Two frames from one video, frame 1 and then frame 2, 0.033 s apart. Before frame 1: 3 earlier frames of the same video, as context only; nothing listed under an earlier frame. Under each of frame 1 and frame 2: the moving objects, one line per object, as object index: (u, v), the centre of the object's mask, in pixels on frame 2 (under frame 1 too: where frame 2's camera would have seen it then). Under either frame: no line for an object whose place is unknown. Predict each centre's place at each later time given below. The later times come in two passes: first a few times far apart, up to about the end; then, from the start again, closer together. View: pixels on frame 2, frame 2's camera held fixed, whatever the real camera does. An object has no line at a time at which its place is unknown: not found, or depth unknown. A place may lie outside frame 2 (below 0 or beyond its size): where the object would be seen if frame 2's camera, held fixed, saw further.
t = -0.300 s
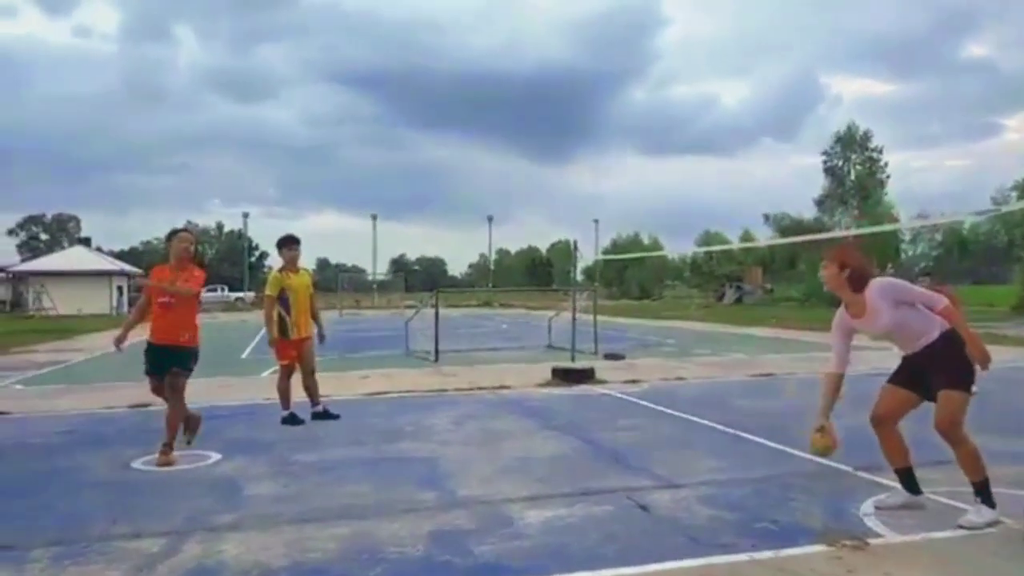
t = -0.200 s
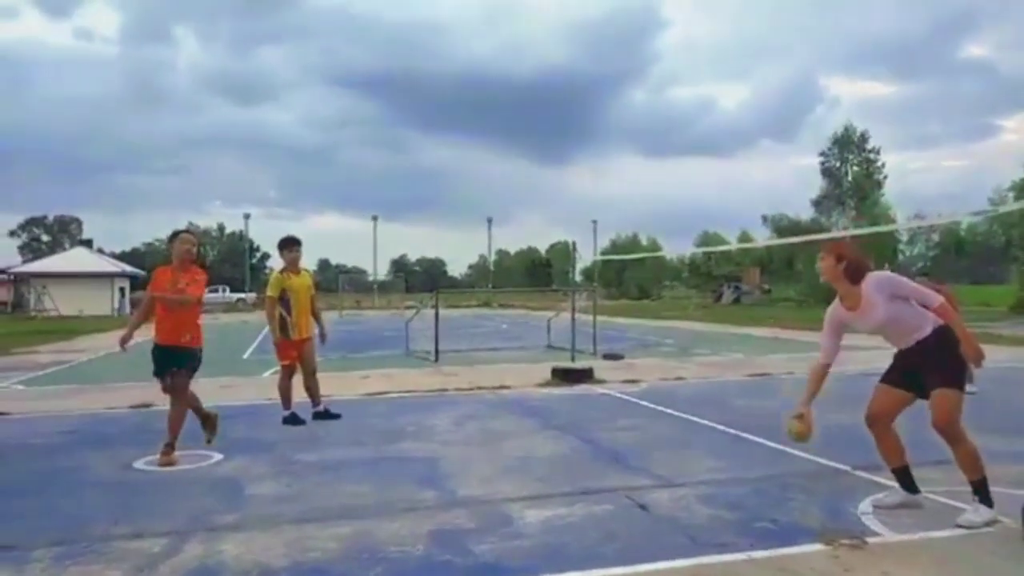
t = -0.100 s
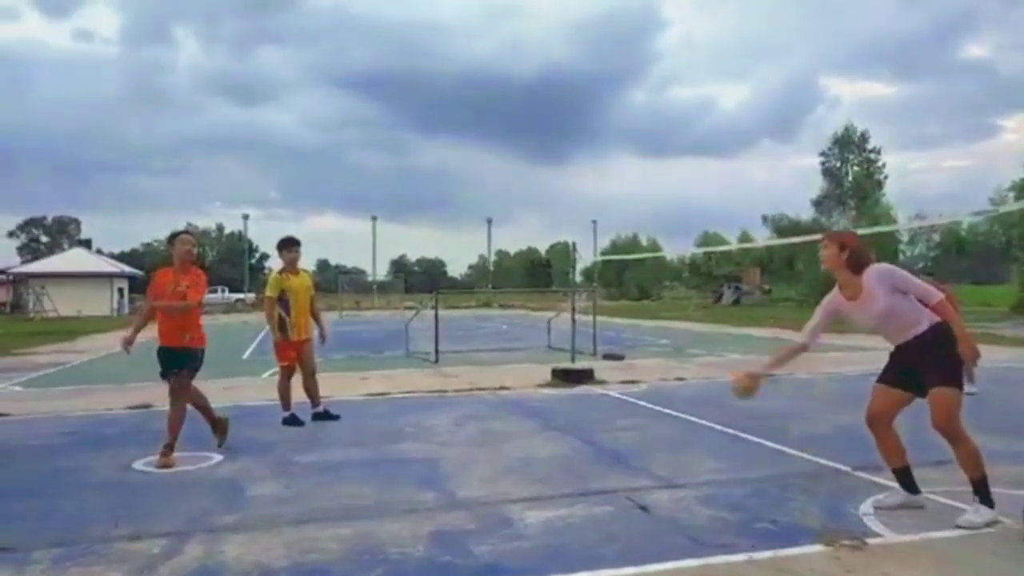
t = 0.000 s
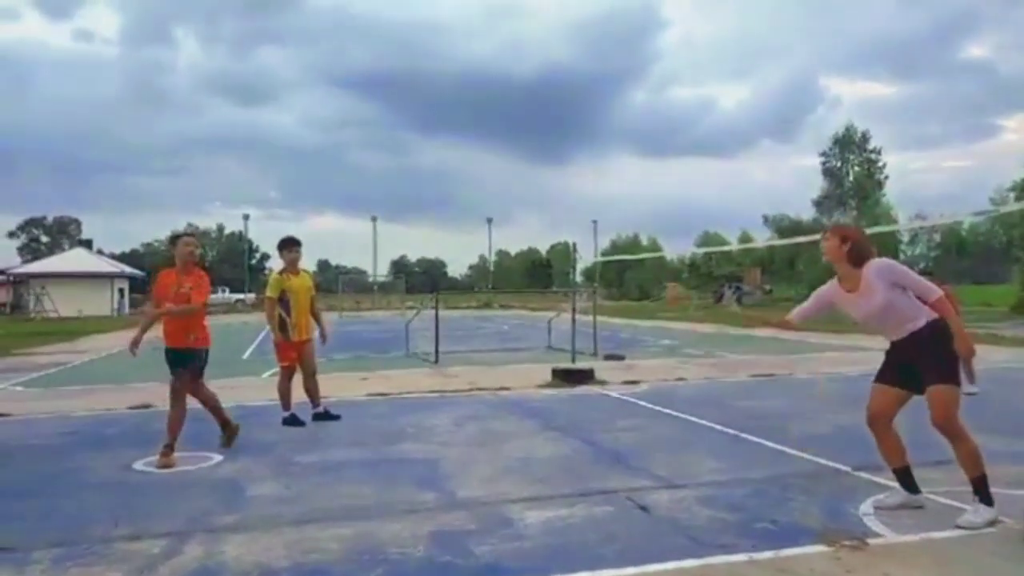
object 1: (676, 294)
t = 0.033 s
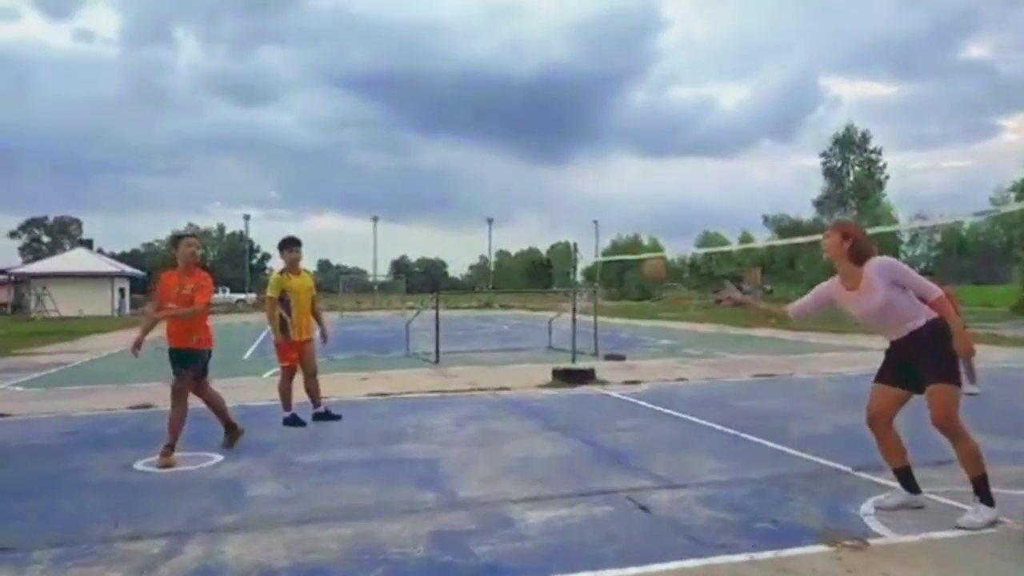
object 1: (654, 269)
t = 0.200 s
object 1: (550, 161)
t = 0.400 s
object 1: (434, 96)
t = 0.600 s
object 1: (324, 97)
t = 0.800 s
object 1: (219, 162)
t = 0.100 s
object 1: (612, 220)
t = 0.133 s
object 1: (591, 199)
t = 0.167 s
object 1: (571, 179)
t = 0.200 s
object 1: (550, 161)
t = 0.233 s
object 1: (530, 146)
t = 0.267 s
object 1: (510, 132)
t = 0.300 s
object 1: (491, 121)
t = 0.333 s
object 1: (472, 110)
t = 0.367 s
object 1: (453, 104)
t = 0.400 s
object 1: (434, 96)
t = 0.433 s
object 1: (414, 92)
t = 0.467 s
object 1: (396, 89)
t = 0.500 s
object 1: (378, 89)
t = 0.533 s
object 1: (360, 91)
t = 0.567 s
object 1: (341, 93)
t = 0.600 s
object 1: (324, 97)
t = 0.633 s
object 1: (305, 103)
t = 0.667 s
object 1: (287, 112)
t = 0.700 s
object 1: (270, 122)
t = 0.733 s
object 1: (254, 133)
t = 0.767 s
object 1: (236, 146)
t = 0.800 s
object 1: (219, 162)
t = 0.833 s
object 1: (202, 178)
